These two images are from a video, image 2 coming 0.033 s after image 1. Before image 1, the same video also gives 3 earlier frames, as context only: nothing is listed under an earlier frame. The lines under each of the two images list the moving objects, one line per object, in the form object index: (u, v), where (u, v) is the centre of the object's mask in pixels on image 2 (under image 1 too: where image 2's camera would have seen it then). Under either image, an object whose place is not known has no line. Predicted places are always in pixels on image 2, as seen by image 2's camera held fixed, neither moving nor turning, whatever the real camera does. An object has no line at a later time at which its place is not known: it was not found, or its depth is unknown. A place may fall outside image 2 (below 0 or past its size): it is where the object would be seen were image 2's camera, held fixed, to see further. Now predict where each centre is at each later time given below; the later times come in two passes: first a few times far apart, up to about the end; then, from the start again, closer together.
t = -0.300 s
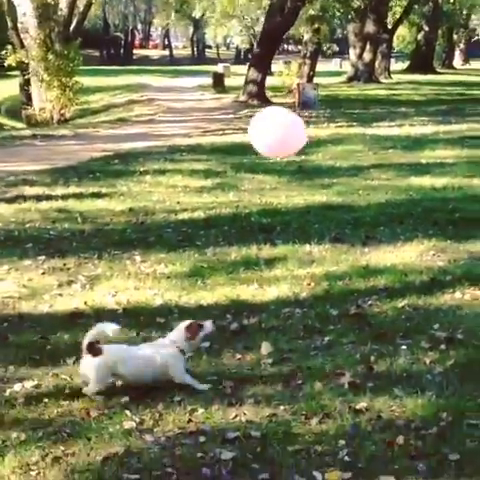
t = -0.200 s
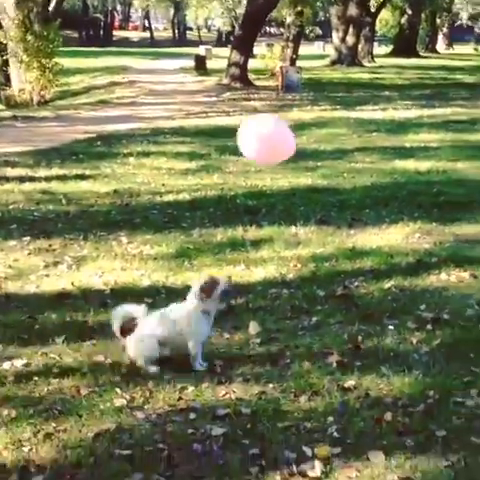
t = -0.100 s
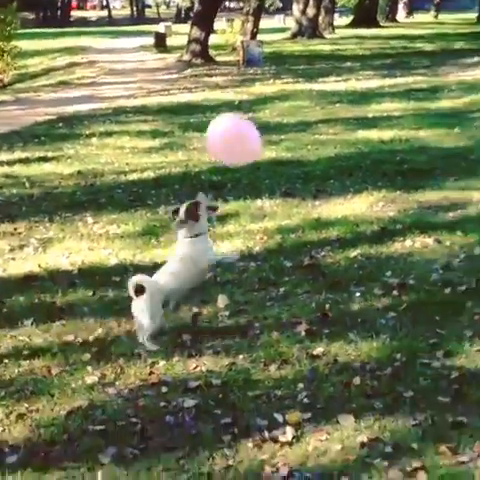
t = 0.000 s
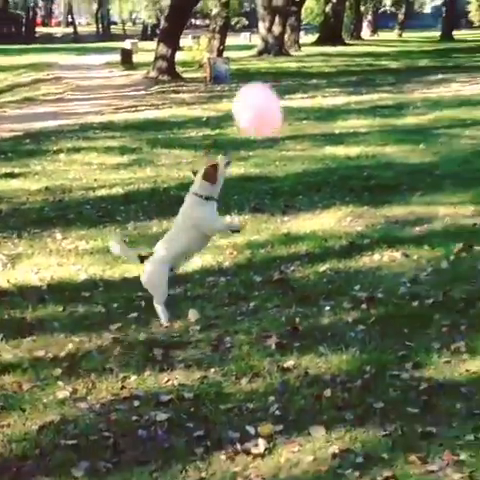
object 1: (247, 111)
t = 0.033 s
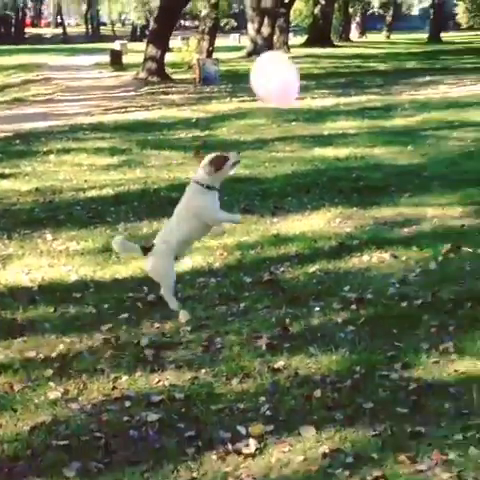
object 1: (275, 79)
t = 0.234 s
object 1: (332, -8)
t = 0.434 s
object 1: (343, -48)
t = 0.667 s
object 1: (339, -63)
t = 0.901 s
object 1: (333, -66)
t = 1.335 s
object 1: (334, -22)
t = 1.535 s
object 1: (331, 16)
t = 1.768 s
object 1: (325, 70)
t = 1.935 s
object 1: (317, 114)
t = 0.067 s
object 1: (297, 52)
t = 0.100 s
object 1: (313, 29)
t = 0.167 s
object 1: (326, 6)
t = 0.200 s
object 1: (329, -1)
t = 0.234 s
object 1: (332, -8)
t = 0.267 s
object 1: (335, -14)
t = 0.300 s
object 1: (339, -23)
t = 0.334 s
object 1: (341, -32)
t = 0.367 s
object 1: (341, -38)
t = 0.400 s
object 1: (343, -45)
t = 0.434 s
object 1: (343, -48)
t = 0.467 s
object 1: (346, -54)
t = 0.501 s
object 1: (343, -56)
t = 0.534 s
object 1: (341, -58)
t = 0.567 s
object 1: (341, -59)
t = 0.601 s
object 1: (340, -61)
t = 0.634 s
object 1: (339, -62)
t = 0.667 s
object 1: (339, -63)
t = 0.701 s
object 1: (337, -65)
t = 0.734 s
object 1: (336, -66)
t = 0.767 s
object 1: (335, -66)
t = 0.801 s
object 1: (334, -67)
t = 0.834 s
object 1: (333, -67)
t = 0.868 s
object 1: (333, -67)
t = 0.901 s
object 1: (333, -66)
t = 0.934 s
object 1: (333, -65)
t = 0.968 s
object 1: (334, -63)
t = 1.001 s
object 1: (335, -61)
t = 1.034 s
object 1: (336, -59)
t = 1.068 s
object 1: (336, -57)
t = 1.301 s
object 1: (335, -27)
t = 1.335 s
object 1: (334, -22)
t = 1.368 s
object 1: (334, -16)
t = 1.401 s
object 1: (334, -10)
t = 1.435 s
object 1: (333, -4)
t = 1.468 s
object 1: (332, 3)
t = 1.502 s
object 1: (332, 9)
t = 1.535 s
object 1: (331, 16)
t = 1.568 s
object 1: (331, 23)
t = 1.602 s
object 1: (329, 30)
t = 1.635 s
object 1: (329, 38)
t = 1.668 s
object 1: (328, 46)
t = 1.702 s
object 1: (328, 54)
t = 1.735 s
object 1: (327, 62)
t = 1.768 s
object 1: (325, 70)
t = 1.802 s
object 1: (324, 78)
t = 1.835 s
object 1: (323, 87)
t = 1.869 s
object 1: (321, 96)
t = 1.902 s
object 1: (319, 105)
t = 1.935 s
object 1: (317, 114)
